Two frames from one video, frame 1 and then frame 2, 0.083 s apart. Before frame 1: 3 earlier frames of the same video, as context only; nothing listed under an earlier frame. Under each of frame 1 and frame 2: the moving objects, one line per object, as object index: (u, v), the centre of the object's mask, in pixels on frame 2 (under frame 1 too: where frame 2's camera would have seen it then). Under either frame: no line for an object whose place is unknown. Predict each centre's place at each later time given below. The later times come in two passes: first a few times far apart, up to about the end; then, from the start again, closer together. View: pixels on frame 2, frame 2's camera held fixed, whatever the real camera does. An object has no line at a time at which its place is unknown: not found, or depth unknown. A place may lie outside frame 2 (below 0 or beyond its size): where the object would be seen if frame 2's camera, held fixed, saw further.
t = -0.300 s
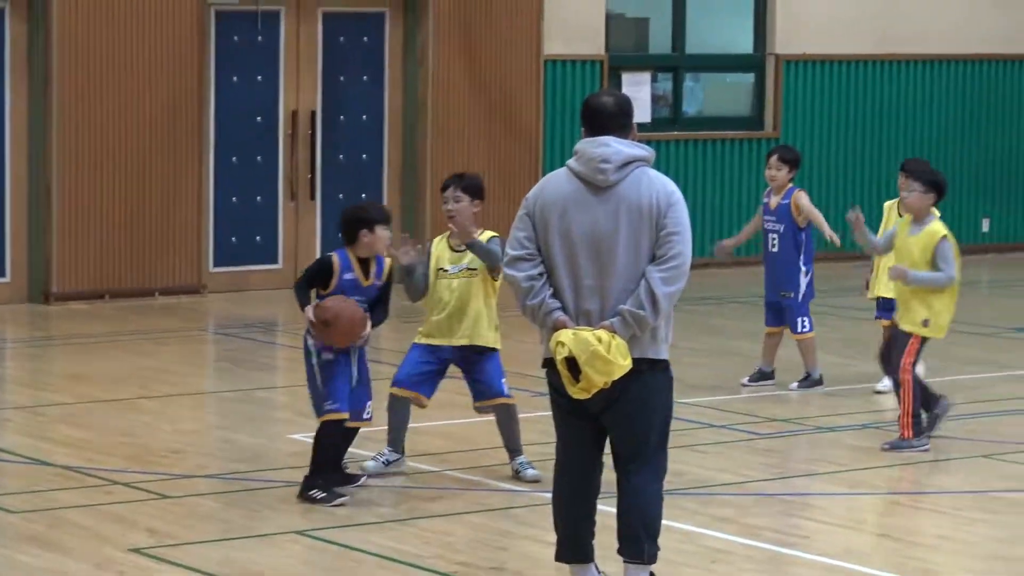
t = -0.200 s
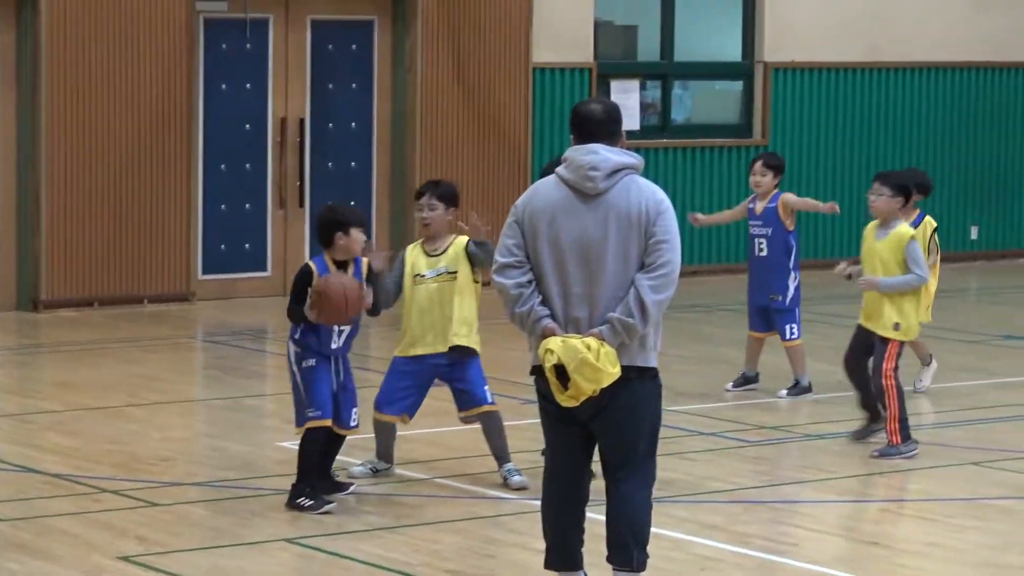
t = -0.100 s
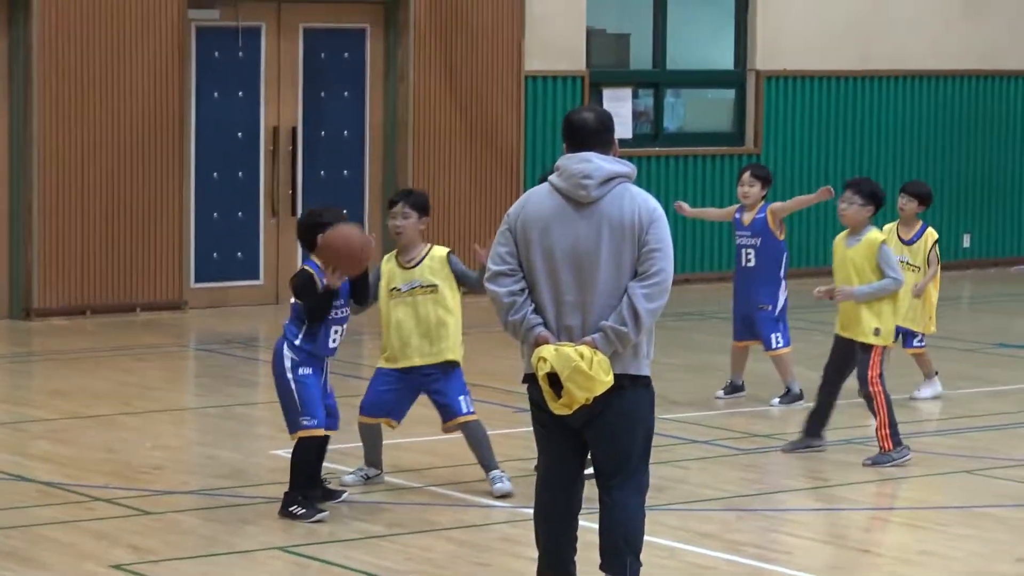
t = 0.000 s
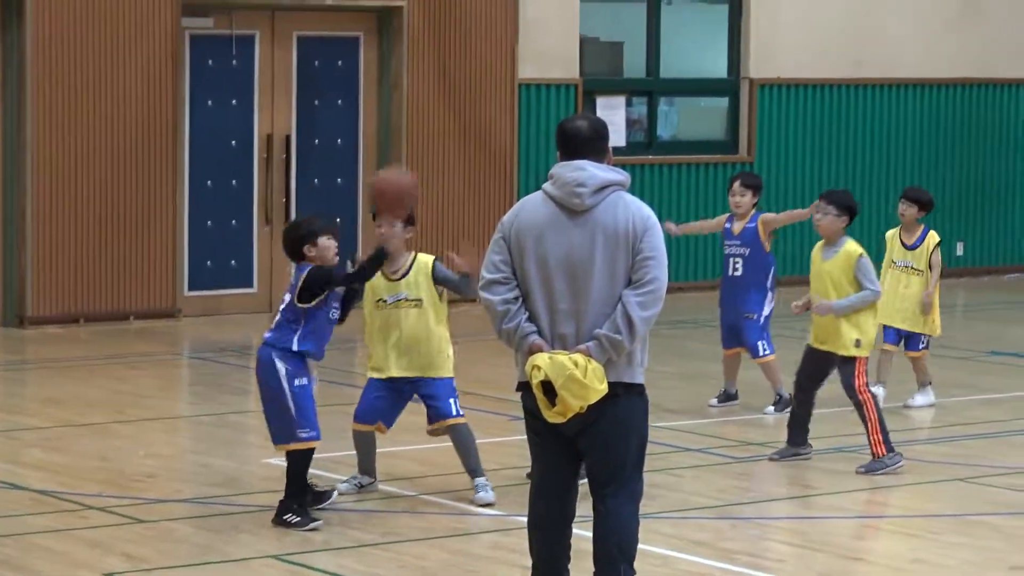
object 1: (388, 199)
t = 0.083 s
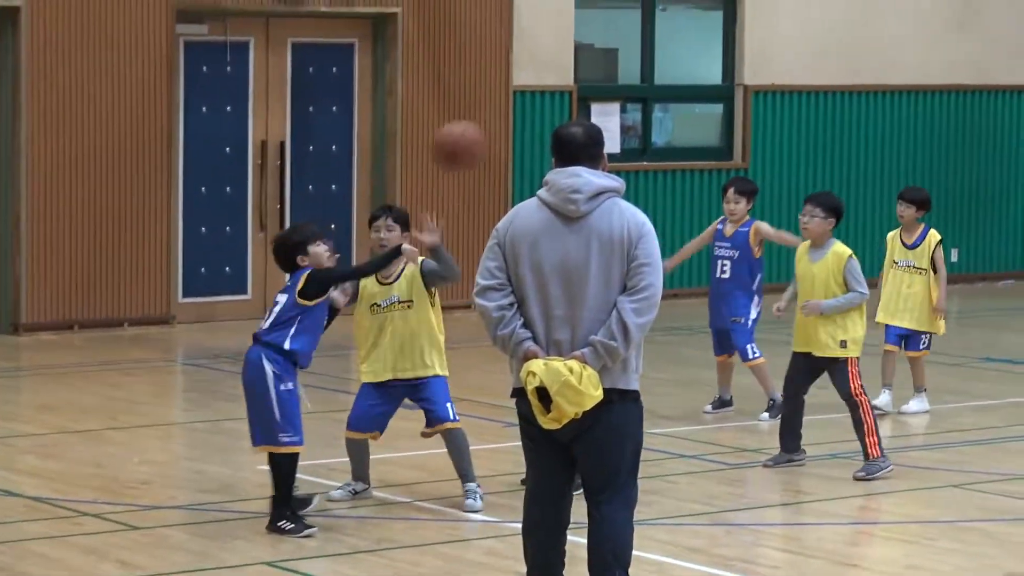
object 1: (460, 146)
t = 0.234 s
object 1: (585, 91)
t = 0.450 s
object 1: (761, 98)
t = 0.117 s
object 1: (487, 128)
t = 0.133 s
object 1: (502, 122)
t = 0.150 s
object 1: (515, 115)
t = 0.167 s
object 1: (529, 109)
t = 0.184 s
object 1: (542, 104)
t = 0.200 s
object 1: (557, 99)
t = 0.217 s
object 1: (572, 96)
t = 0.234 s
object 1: (585, 91)
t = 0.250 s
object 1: (598, 89)
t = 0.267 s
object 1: (612, 86)
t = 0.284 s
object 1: (626, 84)
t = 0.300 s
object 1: (640, 83)
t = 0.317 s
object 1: (652, 83)
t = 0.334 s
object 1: (666, 82)
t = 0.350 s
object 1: (680, 83)
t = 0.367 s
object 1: (693, 83)
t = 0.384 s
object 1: (708, 85)
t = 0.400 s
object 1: (722, 88)
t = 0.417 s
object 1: (734, 91)
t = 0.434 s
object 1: (748, 94)
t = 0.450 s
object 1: (761, 98)
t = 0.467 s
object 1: (776, 103)
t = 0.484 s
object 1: (788, 108)
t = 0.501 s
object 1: (801, 113)
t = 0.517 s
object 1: (814, 119)
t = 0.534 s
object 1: (828, 126)
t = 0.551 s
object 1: (841, 134)
